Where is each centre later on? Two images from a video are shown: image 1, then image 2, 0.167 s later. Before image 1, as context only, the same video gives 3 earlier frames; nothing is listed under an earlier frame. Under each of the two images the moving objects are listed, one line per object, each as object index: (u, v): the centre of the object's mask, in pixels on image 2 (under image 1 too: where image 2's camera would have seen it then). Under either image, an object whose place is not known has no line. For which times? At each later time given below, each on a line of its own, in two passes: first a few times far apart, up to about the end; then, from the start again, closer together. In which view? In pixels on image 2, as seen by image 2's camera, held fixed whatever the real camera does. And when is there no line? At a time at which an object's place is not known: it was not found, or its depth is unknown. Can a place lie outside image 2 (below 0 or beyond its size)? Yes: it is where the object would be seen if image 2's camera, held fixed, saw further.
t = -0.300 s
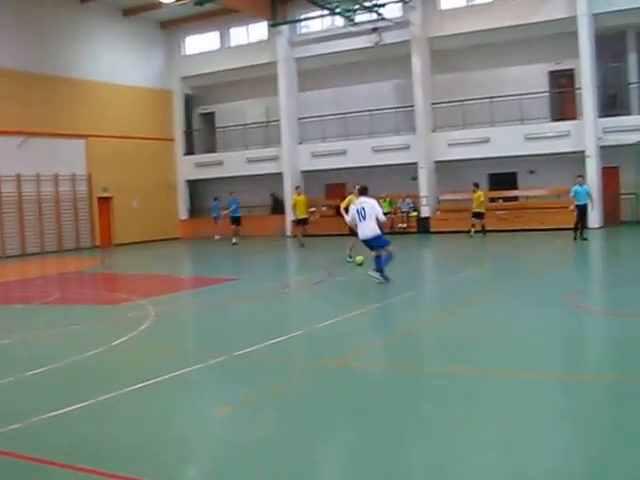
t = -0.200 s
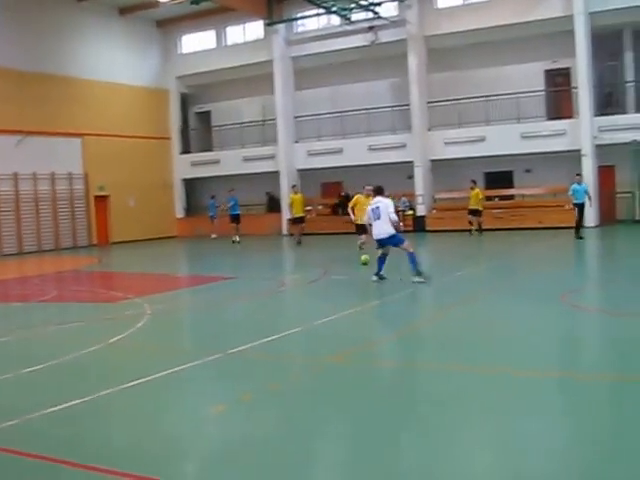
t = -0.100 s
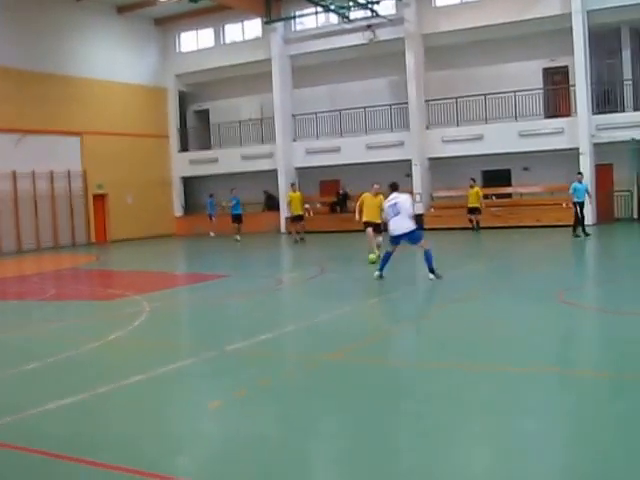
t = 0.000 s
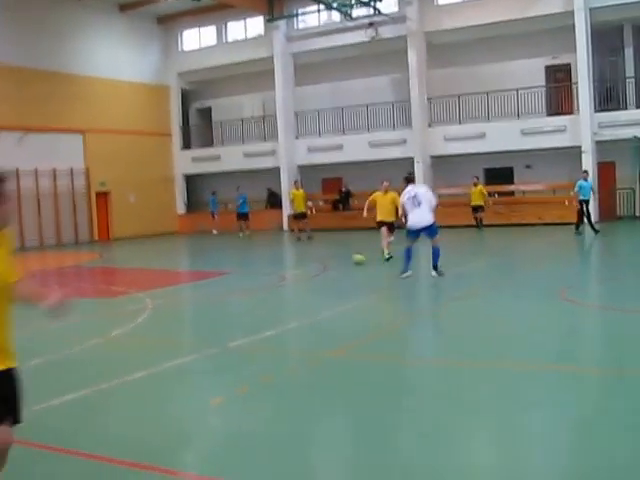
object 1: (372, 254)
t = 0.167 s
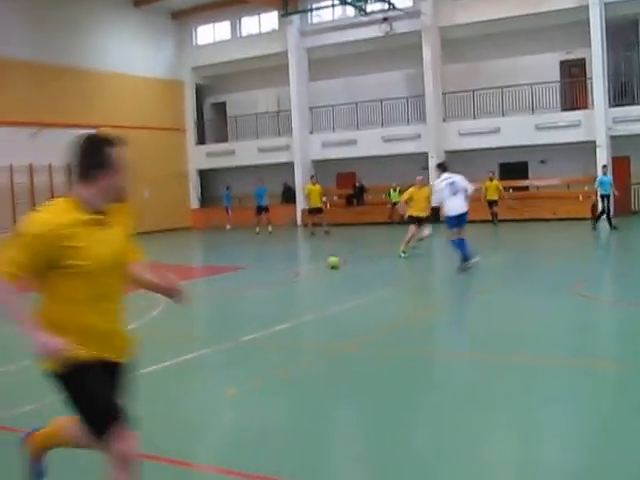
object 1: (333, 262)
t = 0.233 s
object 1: (318, 266)
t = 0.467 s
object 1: (263, 278)
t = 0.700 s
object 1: (201, 291)
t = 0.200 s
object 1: (326, 264)
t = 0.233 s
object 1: (318, 266)
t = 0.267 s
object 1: (311, 267)
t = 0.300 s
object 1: (304, 268)
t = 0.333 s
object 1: (296, 270)
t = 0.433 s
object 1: (272, 276)
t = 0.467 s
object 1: (263, 278)
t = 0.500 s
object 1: (255, 278)
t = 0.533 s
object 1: (246, 280)
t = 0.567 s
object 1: (237, 283)
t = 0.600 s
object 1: (229, 285)
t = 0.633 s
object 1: (220, 287)
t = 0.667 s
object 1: (211, 289)
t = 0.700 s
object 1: (201, 291)
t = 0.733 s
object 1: (192, 293)
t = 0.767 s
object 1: (182, 295)
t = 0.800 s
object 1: (172, 297)
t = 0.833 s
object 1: (162, 300)
